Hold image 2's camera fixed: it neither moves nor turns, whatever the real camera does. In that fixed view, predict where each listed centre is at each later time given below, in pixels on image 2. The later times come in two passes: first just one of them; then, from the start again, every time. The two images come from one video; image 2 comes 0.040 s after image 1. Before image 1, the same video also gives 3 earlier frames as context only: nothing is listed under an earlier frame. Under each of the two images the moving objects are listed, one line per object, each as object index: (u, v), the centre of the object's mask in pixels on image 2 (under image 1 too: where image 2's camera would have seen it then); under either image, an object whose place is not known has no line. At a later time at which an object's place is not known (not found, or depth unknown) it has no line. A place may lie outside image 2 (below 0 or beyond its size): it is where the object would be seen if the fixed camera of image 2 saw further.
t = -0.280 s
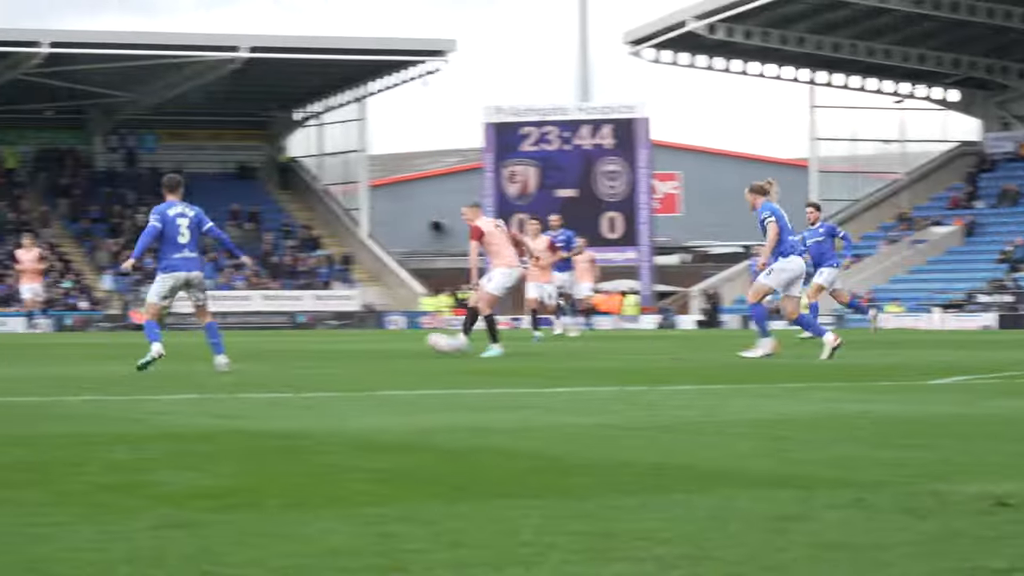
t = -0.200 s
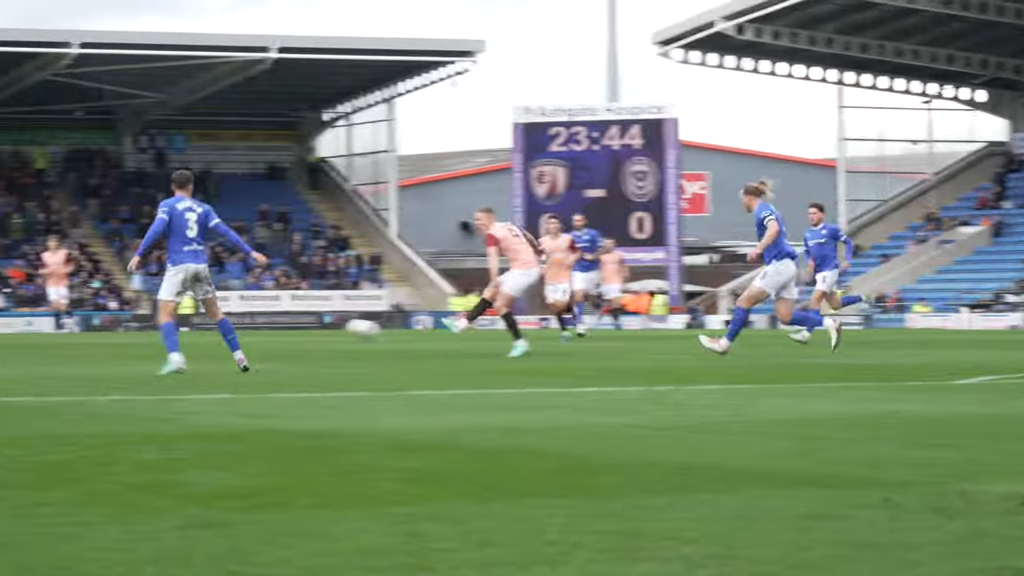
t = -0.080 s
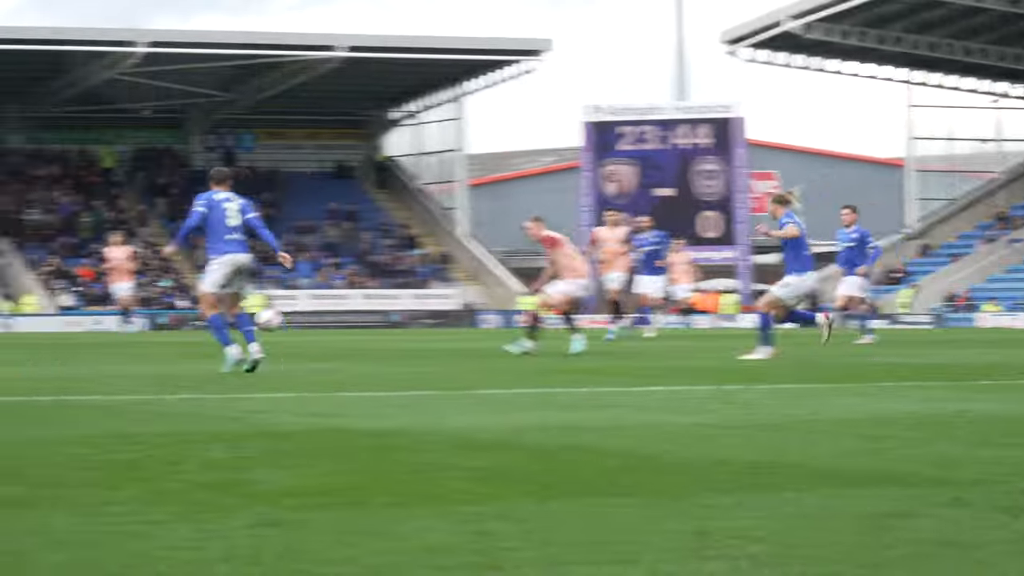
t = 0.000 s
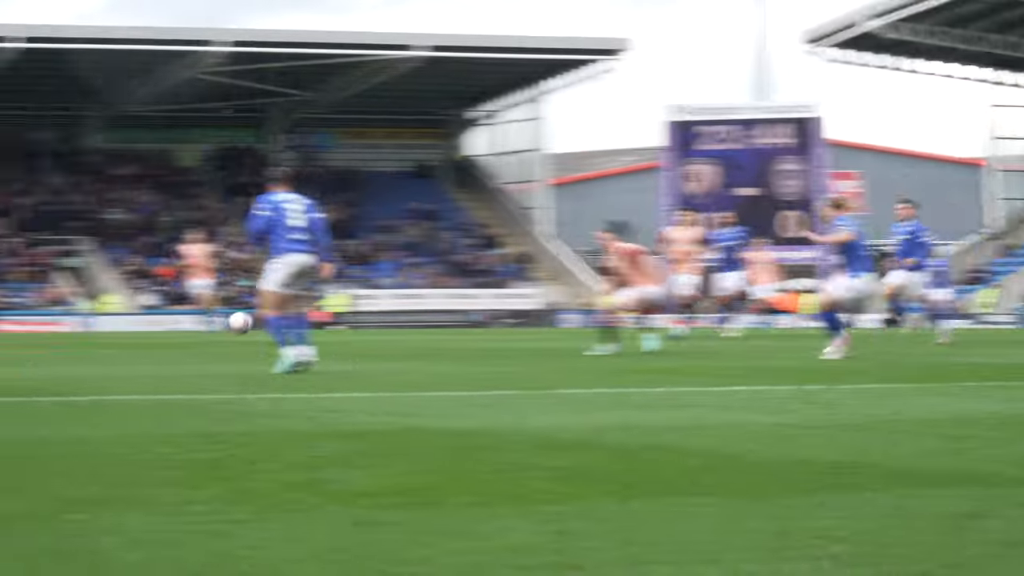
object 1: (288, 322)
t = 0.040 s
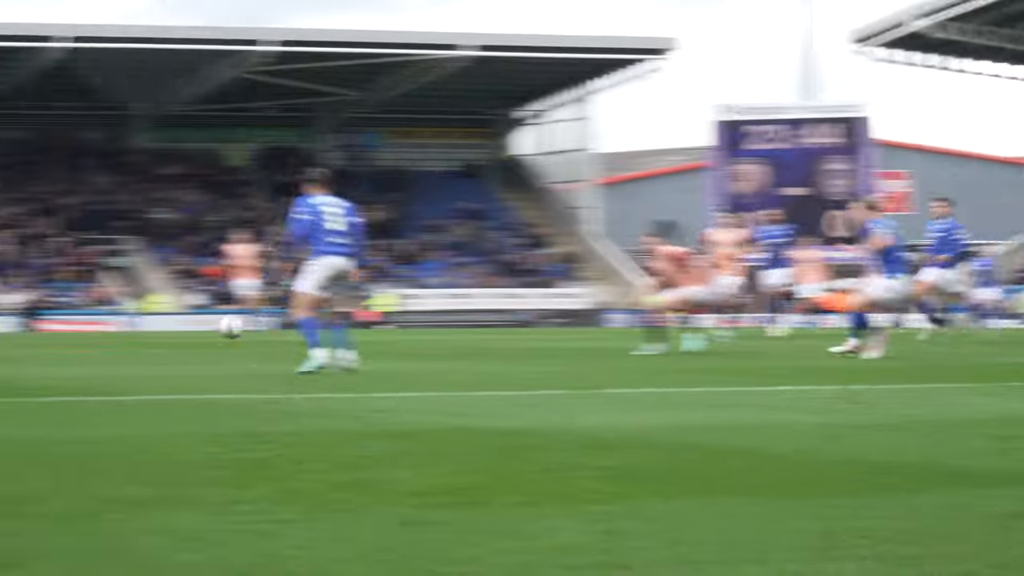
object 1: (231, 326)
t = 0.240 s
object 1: (-54, 351)
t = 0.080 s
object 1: (174, 331)
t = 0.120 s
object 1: (118, 339)
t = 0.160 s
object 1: (60, 350)
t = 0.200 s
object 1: (2, 358)
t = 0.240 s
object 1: (-54, 351)
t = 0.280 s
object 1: (-114, 346)
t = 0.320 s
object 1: (-176, 343)
